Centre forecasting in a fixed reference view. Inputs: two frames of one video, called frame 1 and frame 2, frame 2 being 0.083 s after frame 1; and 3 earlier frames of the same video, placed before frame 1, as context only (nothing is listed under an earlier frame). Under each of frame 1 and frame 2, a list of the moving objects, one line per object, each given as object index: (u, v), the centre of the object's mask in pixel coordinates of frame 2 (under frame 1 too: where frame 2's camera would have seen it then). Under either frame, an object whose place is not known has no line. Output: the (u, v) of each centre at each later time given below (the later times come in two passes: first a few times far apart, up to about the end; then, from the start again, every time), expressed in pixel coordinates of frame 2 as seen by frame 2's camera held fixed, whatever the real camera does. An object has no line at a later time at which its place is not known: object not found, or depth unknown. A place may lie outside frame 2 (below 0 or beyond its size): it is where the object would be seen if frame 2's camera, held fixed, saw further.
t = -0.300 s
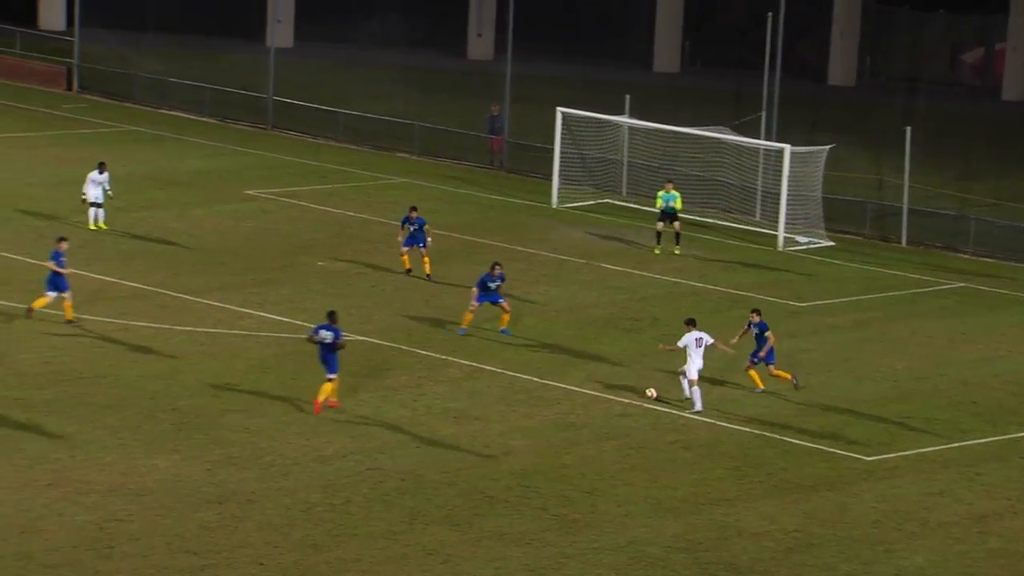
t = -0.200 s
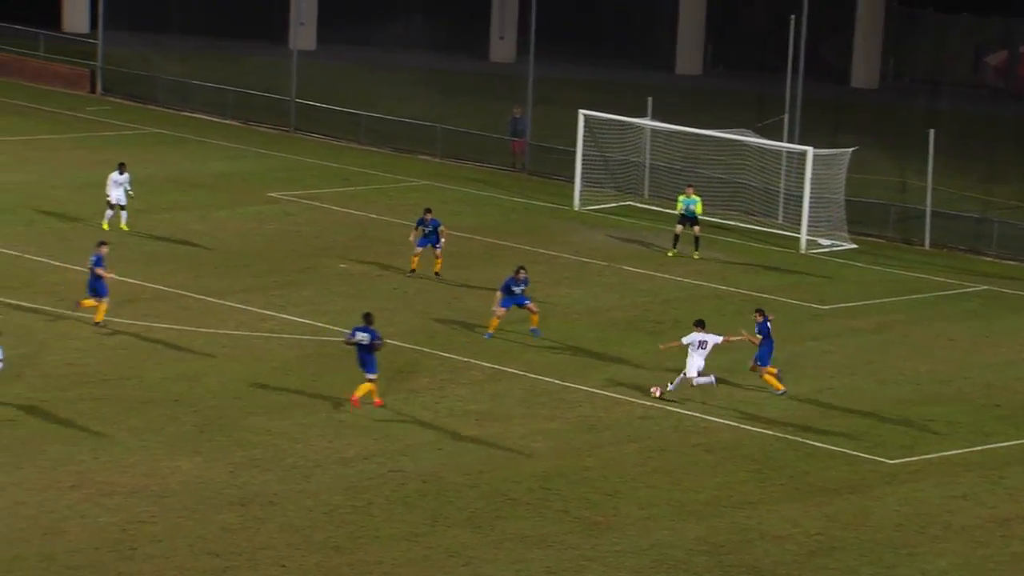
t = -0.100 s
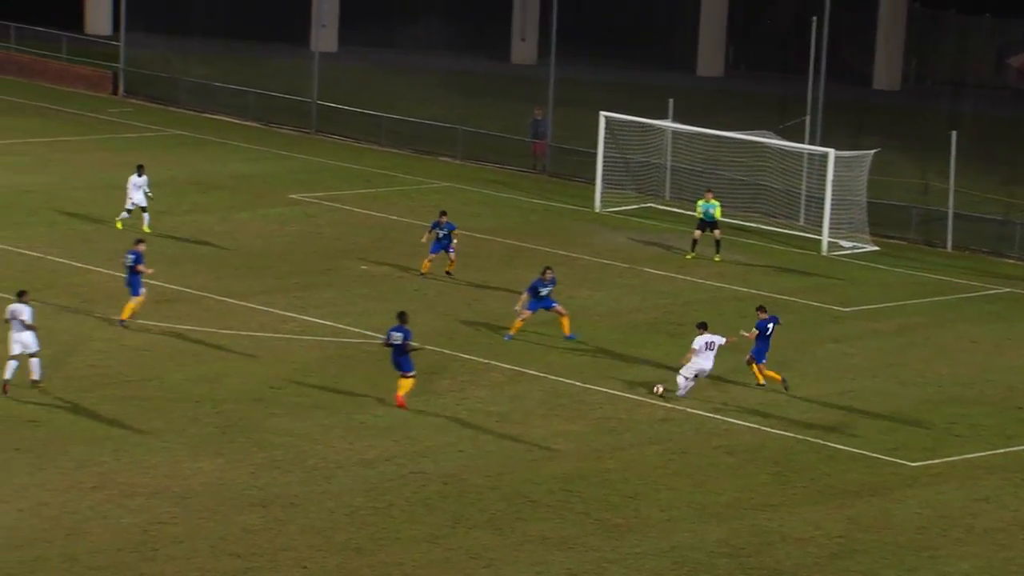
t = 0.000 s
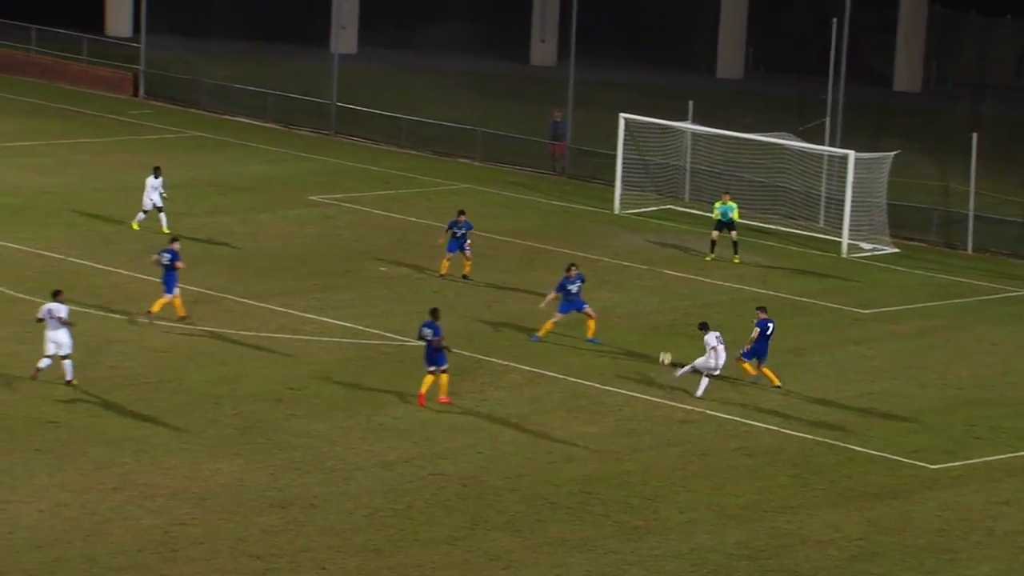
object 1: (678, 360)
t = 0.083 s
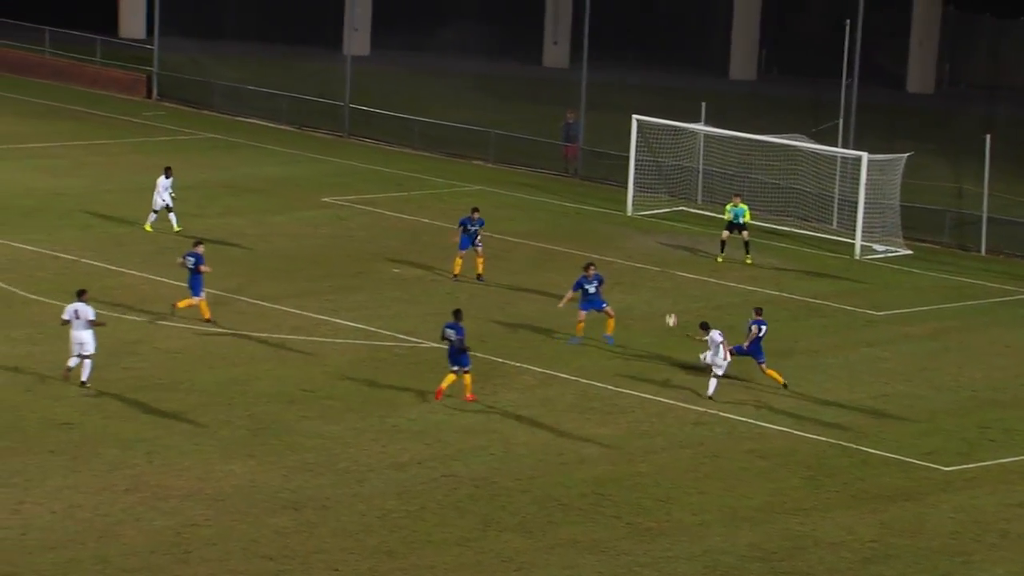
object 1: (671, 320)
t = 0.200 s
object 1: (663, 273)
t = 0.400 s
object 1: (660, 216)
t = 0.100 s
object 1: (669, 313)
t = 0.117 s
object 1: (668, 305)
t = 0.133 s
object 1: (667, 299)
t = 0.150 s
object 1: (665, 292)
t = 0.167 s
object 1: (665, 285)
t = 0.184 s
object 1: (664, 278)
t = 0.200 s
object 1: (663, 273)
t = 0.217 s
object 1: (662, 267)
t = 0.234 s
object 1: (662, 262)
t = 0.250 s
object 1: (661, 257)
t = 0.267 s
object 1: (661, 251)
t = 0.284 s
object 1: (661, 246)
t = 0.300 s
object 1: (660, 242)
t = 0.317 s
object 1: (660, 237)
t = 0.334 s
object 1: (660, 233)
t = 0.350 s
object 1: (660, 228)
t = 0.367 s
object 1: (660, 224)
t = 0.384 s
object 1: (661, 220)
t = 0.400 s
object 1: (660, 216)
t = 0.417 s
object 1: (661, 213)
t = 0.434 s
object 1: (661, 209)
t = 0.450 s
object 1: (661, 205)
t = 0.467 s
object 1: (661, 202)
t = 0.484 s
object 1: (662, 198)
